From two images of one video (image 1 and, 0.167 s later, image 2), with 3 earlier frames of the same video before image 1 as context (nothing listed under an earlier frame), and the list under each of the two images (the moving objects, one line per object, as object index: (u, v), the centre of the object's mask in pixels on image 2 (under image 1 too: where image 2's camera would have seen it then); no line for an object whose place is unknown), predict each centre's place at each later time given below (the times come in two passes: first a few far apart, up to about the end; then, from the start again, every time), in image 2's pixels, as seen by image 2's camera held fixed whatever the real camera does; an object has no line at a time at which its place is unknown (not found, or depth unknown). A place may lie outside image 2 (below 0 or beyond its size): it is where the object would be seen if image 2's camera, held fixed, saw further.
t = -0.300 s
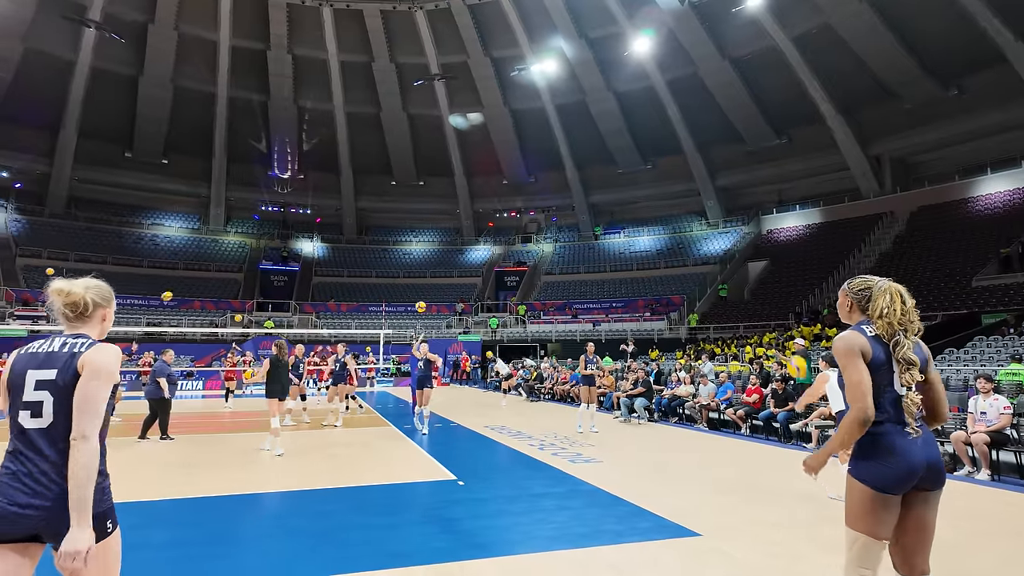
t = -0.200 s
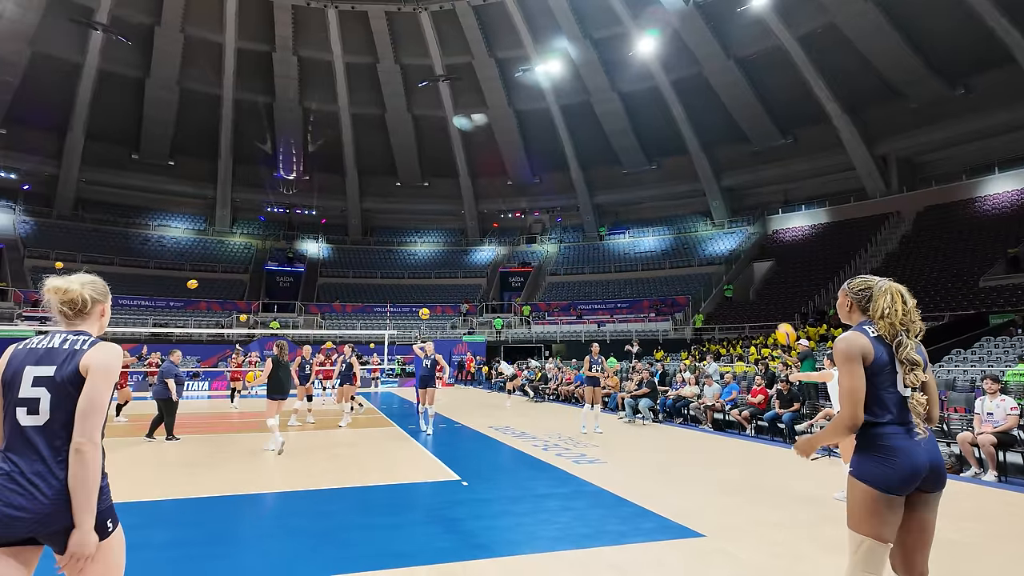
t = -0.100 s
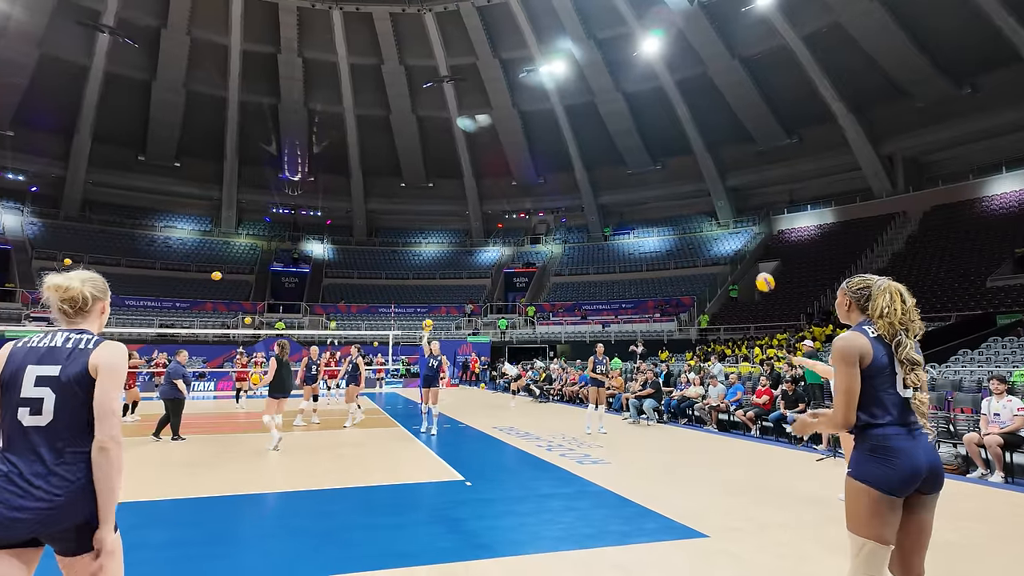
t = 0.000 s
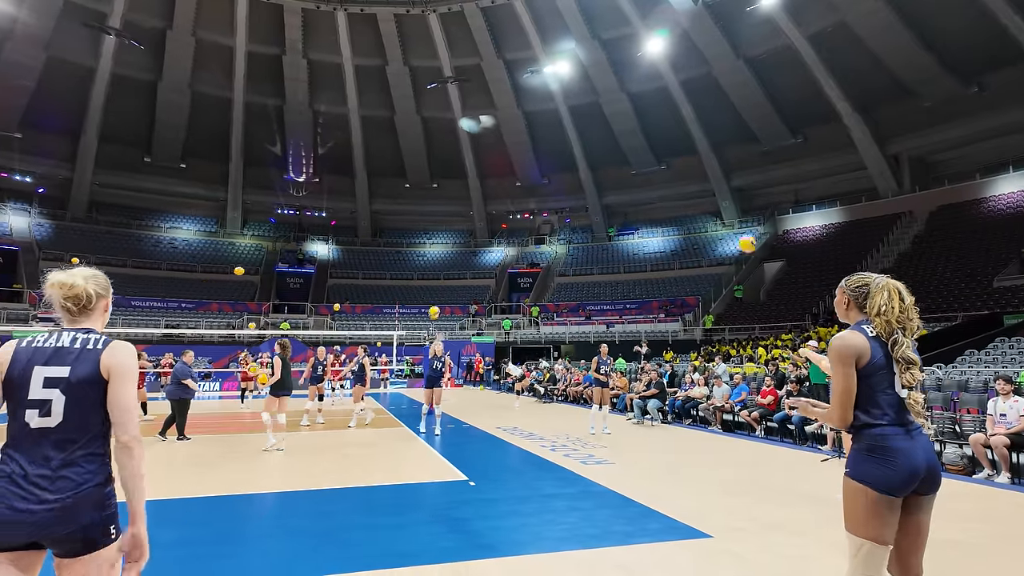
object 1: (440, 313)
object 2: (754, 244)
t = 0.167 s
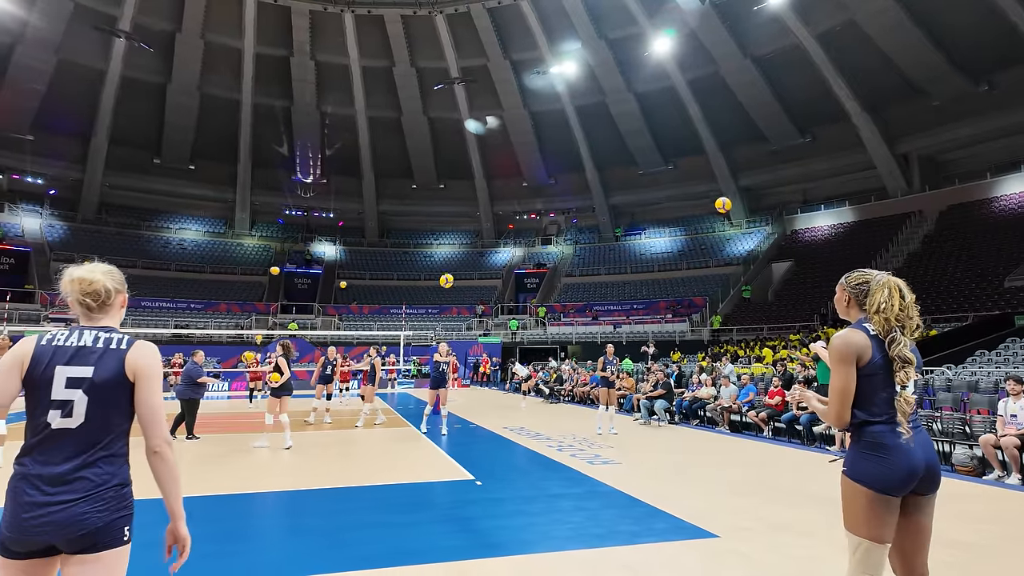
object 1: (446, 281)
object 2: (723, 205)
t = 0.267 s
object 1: (452, 264)
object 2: (708, 193)
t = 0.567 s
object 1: (491, 235)
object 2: (675, 194)
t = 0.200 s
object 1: (448, 275)
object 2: (718, 200)
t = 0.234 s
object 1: (450, 269)
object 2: (712, 196)
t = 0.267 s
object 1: (452, 264)
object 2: (708, 193)
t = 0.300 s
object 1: (454, 259)
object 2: (703, 190)
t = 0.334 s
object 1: (457, 254)
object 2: (699, 189)
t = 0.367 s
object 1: (461, 250)
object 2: (695, 188)
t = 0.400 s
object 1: (465, 246)
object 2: (691, 187)
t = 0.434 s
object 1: (469, 243)
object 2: (687, 187)
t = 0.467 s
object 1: (474, 240)
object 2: (684, 188)
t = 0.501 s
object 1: (479, 237)
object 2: (681, 190)
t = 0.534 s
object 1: (485, 236)
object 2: (678, 192)
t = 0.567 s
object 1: (491, 235)
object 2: (675, 194)
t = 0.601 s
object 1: (498, 235)
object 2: (673, 197)
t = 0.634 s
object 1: (506, 237)
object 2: (670, 200)
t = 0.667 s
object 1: (514, 241)
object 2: (668, 204)
